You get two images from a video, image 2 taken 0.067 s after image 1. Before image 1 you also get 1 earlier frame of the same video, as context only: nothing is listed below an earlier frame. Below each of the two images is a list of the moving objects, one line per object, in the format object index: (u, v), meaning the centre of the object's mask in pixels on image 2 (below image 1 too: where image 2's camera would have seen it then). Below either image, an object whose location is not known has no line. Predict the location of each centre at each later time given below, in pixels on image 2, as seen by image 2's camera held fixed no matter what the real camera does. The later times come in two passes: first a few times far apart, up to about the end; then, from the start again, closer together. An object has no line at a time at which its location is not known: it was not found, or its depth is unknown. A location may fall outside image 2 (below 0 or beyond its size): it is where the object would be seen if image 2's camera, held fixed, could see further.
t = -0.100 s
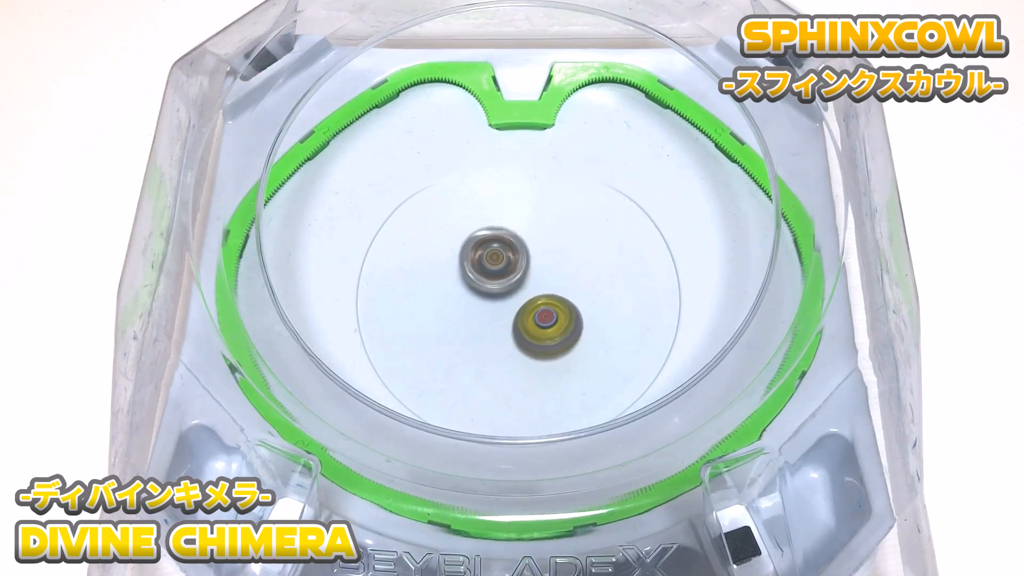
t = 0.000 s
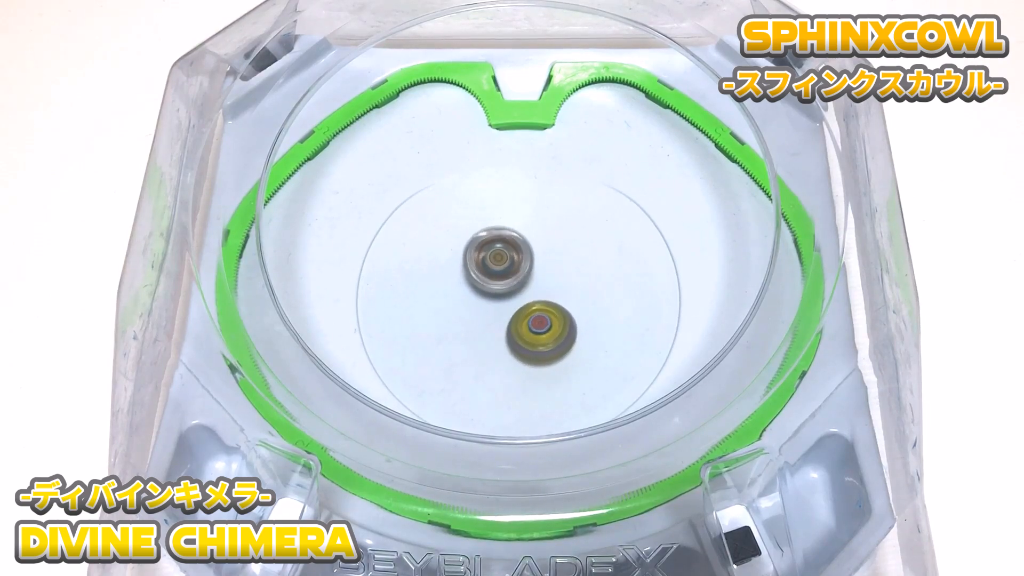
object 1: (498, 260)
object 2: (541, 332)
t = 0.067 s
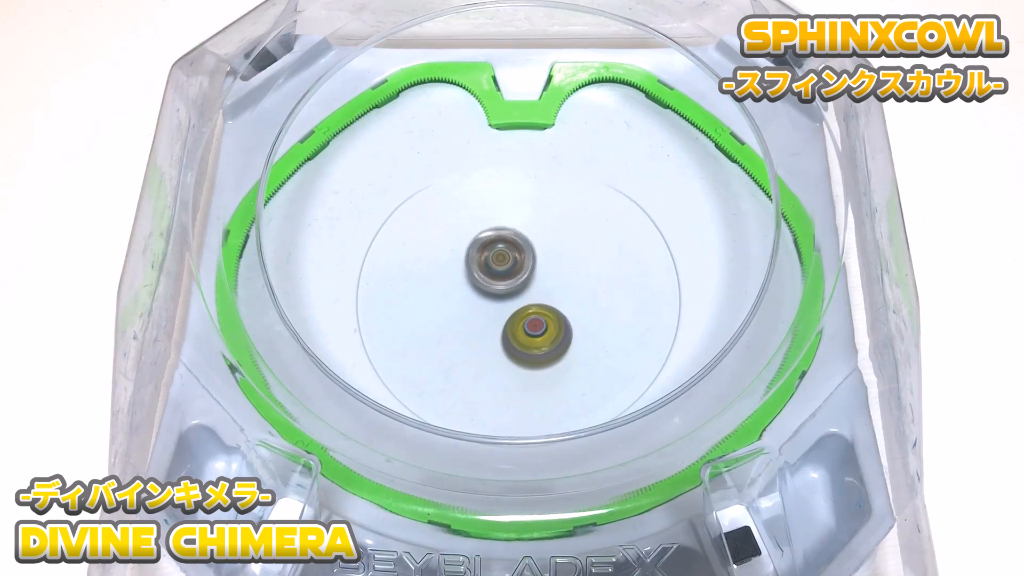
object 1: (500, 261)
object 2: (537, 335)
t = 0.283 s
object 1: (520, 262)
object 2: (521, 340)
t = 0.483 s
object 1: (529, 258)
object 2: (508, 338)
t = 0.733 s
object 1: (536, 266)
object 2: (494, 325)
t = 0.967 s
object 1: (545, 277)
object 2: (483, 307)
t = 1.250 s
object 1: (551, 279)
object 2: (472, 283)
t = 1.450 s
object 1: (545, 286)
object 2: (475, 271)
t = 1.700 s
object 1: (539, 328)
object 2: (483, 238)
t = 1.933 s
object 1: (577, 327)
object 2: (499, 234)
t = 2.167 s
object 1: (573, 308)
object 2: (517, 246)
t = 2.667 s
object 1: (498, 324)
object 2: (561, 293)
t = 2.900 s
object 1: (490, 316)
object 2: (569, 314)
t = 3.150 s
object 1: (476, 290)
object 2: (563, 332)
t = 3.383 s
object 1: (489, 270)
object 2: (545, 344)
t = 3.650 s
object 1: (497, 255)
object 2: (518, 343)
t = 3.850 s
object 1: (522, 252)
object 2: (499, 335)
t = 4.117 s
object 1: (525, 257)
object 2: (480, 314)
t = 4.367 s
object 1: (551, 277)
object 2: (474, 291)
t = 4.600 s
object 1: (540, 285)
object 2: (479, 269)
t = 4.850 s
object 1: (545, 303)
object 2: (497, 252)
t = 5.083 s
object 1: (519, 306)
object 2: (519, 246)
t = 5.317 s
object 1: (524, 302)
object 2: (543, 249)
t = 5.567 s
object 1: (496, 299)
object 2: (560, 269)
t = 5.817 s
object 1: (504, 280)
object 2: (568, 292)
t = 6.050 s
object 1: (439, 256)
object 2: (596, 330)
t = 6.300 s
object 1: (444, 304)
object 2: (575, 339)
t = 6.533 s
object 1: (467, 298)
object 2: (531, 338)
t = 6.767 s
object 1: (472, 240)
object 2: (469, 368)
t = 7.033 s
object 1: (481, 256)
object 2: (448, 358)
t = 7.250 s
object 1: (502, 250)
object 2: (455, 321)
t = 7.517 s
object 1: (654, 225)
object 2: (368, 269)
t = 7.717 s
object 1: (593, 253)
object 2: (382, 262)
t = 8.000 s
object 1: (538, 279)
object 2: (485, 244)
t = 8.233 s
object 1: (547, 331)
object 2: (527, 168)
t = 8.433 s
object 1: (528, 318)
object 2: (540, 164)
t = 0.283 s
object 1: (520, 262)
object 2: (521, 340)
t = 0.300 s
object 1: (521, 262)
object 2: (520, 340)
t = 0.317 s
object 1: (522, 263)
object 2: (518, 341)
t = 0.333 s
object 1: (523, 263)
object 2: (517, 341)
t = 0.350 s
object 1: (523, 262)
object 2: (516, 341)
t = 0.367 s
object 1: (524, 262)
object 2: (515, 341)
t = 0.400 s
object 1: (525, 261)
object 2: (513, 340)
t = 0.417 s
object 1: (525, 261)
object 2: (512, 340)
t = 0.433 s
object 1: (526, 260)
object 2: (511, 340)
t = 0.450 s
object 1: (527, 259)
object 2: (510, 339)
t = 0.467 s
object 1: (528, 258)
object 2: (509, 339)
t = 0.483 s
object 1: (529, 258)
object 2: (508, 338)
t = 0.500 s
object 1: (530, 257)
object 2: (507, 338)
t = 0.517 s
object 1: (531, 257)
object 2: (506, 337)
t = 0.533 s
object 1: (532, 258)
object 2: (505, 337)
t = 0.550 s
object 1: (534, 258)
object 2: (504, 336)
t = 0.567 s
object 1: (535, 258)
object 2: (503, 335)
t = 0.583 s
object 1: (536, 259)
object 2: (502, 334)
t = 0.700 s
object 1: (537, 265)
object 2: (496, 327)
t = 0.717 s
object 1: (537, 266)
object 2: (495, 326)
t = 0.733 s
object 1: (536, 266)
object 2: (494, 325)
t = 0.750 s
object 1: (536, 266)
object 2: (493, 324)
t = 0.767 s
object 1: (536, 266)
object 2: (492, 323)
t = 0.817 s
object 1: (538, 267)
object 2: (489, 319)
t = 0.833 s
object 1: (539, 267)
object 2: (489, 318)
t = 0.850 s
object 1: (540, 268)
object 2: (488, 316)
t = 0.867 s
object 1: (541, 269)
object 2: (487, 315)
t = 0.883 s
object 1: (542, 270)
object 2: (486, 314)
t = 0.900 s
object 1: (543, 271)
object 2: (486, 312)
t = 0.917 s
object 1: (544, 272)
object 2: (485, 311)
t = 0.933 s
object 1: (544, 274)
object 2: (484, 310)
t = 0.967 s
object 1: (545, 277)
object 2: (483, 307)
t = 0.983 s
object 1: (544, 279)
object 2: (482, 305)
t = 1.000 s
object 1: (544, 280)
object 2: (481, 304)
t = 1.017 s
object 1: (543, 281)
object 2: (481, 302)
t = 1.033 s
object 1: (542, 282)
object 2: (480, 301)
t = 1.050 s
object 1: (542, 283)
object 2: (479, 300)
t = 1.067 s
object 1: (544, 284)
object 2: (478, 298)
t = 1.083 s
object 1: (545, 285)
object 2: (477, 296)
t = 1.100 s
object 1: (546, 285)
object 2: (476, 295)
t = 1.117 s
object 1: (547, 285)
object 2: (475, 293)
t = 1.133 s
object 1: (548, 285)
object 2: (475, 292)
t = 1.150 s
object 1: (548, 285)
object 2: (474, 291)
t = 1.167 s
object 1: (549, 284)
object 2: (474, 289)
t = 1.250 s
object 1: (551, 279)
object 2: (472, 283)
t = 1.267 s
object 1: (551, 278)
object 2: (472, 281)
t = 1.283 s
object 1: (552, 277)
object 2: (472, 280)
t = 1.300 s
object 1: (552, 277)
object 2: (472, 279)
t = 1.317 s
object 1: (552, 277)
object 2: (472, 278)
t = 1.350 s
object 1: (552, 278)
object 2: (472, 276)
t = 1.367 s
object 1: (552, 279)
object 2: (472, 275)
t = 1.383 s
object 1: (551, 280)
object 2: (473, 274)
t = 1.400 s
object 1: (550, 281)
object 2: (473, 273)
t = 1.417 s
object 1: (548, 283)
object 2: (474, 272)
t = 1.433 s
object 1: (547, 284)
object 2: (474, 271)
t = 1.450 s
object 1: (545, 286)
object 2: (475, 271)
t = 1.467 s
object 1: (543, 288)
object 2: (475, 270)
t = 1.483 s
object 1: (540, 289)
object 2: (476, 269)
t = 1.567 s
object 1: (529, 293)
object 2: (477, 264)
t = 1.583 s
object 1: (527, 293)
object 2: (478, 263)
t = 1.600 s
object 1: (526, 294)
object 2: (478, 261)
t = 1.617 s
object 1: (528, 299)
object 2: (480, 257)
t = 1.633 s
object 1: (531, 305)
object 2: (480, 253)
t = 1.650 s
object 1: (534, 313)
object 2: (480, 249)
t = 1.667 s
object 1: (536, 320)
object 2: (480, 245)
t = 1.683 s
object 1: (538, 324)
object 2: (482, 241)
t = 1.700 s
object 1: (539, 328)
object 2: (483, 238)
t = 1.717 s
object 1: (540, 331)
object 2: (485, 236)
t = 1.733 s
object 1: (542, 334)
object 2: (487, 234)
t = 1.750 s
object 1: (544, 335)
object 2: (488, 233)
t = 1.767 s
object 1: (546, 337)
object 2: (488, 233)
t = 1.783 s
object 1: (549, 338)
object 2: (489, 233)
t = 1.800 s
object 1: (552, 338)
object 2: (490, 233)
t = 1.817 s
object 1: (555, 338)
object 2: (491, 233)
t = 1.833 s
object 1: (558, 337)
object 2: (492, 233)
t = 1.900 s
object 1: (571, 331)
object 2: (496, 233)
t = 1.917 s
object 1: (574, 329)
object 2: (498, 234)
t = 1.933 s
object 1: (577, 327)
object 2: (499, 234)
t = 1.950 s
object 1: (580, 324)
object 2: (500, 235)
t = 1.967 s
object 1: (583, 322)
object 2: (501, 235)
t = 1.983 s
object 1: (585, 320)
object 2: (502, 236)
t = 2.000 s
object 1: (587, 318)
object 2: (504, 236)
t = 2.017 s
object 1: (588, 317)
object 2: (505, 237)
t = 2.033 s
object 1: (588, 315)
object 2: (506, 238)
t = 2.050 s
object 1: (588, 313)
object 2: (508, 238)
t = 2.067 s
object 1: (587, 313)
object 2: (509, 239)
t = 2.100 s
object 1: (584, 310)
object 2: (512, 241)
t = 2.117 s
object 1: (582, 310)
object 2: (513, 242)
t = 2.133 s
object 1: (579, 309)
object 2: (514, 243)
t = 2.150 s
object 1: (576, 309)
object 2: (516, 245)
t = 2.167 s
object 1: (573, 308)
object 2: (517, 246)
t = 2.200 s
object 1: (566, 308)
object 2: (520, 248)
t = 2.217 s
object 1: (562, 308)
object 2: (521, 250)
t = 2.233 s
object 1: (558, 309)
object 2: (523, 250)
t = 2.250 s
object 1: (554, 309)
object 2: (524, 252)
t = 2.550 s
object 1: (510, 324)
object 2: (554, 281)
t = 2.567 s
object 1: (508, 324)
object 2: (555, 283)
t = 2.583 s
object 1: (506, 325)
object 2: (556, 285)
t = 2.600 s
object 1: (504, 325)
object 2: (557, 286)
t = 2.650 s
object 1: (499, 324)
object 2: (560, 292)
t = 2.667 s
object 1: (498, 324)
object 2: (561, 293)
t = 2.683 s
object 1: (496, 324)
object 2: (562, 295)
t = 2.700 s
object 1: (495, 323)
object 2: (563, 296)
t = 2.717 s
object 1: (495, 323)
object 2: (564, 298)
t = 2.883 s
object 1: (490, 317)
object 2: (568, 312)
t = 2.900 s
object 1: (490, 316)
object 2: (569, 314)
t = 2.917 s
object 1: (489, 315)
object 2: (569, 315)
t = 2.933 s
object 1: (488, 314)
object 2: (569, 316)
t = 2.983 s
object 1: (486, 312)
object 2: (568, 320)
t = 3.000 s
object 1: (485, 310)
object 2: (568, 322)
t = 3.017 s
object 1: (483, 309)
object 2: (568, 323)
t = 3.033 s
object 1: (482, 308)
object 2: (567, 324)
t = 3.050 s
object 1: (481, 306)
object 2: (567, 325)
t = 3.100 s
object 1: (477, 299)
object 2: (565, 328)
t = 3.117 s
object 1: (477, 296)
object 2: (565, 330)
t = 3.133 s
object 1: (476, 293)
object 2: (564, 331)
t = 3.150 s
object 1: (476, 290)
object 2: (563, 332)
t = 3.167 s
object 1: (477, 288)
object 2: (562, 333)
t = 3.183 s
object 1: (477, 285)
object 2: (561, 334)
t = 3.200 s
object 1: (478, 282)
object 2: (560, 335)
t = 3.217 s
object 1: (479, 280)
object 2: (559, 336)
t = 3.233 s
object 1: (480, 278)
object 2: (558, 337)
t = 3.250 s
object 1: (481, 276)
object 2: (557, 337)
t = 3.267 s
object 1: (483, 274)
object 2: (555, 338)
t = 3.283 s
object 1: (484, 273)
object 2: (554, 339)
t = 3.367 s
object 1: (488, 270)
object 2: (547, 343)
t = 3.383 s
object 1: (489, 270)
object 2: (545, 344)
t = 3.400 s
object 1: (489, 270)
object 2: (544, 344)
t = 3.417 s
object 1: (490, 270)
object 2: (542, 344)
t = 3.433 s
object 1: (490, 270)
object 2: (541, 345)
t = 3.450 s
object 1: (490, 270)
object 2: (539, 345)
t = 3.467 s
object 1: (490, 270)
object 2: (537, 345)
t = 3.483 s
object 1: (490, 270)
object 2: (536, 345)
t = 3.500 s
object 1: (490, 269)
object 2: (534, 345)
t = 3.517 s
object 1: (489, 268)
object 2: (532, 345)
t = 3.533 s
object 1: (489, 267)
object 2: (530, 345)
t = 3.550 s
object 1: (489, 265)
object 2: (529, 345)
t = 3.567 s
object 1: (489, 264)
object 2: (527, 345)
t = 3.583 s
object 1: (490, 262)
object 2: (525, 345)
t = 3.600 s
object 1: (491, 260)
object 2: (524, 344)
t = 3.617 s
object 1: (493, 259)
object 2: (522, 344)
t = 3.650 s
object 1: (497, 255)
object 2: (518, 343)
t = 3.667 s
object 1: (499, 253)
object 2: (517, 343)
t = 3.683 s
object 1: (501, 252)
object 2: (515, 343)
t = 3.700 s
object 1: (504, 251)
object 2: (513, 342)
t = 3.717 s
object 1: (506, 250)
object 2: (512, 341)
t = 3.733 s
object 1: (509, 250)
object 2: (510, 341)
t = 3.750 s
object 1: (511, 250)
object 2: (508, 340)
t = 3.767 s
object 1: (513, 250)
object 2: (507, 339)
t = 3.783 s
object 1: (516, 250)
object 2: (505, 339)
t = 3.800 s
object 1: (518, 250)
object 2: (504, 338)
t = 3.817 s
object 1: (520, 251)
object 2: (502, 337)
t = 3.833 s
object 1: (521, 252)
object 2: (500, 336)
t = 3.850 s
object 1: (522, 252)
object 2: (499, 335)
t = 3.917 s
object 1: (525, 257)
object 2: (493, 330)
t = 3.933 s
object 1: (525, 258)
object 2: (492, 329)
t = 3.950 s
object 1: (525, 258)
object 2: (491, 328)
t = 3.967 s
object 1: (524, 259)
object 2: (489, 327)
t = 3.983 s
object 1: (524, 260)
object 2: (488, 325)
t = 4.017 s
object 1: (523, 260)
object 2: (486, 323)
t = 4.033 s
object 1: (523, 260)
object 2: (484, 321)
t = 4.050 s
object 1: (523, 260)
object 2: (483, 320)
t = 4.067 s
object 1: (523, 260)
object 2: (483, 319)
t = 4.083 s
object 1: (523, 259)
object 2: (481, 317)
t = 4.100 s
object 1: (524, 258)
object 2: (481, 316)
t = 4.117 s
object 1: (525, 257)
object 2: (480, 314)
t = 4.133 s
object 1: (526, 257)
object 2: (479, 313)
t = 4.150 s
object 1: (528, 256)
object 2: (478, 311)
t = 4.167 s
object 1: (531, 256)
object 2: (477, 310)
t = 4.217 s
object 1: (539, 257)
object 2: (476, 305)
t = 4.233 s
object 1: (541, 258)
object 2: (475, 304)
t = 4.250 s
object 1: (544, 260)
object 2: (475, 302)
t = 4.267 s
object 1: (546, 262)
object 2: (475, 300)
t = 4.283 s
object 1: (548, 265)
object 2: (474, 299)
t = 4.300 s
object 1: (550, 267)
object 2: (474, 297)
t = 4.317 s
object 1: (551, 270)
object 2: (474, 295)
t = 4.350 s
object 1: (551, 275)
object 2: (474, 292)
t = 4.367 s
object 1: (551, 277)
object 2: (474, 291)
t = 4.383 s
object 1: (550, 279)
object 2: (474, 289)
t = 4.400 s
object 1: (549, 282)
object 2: (474, 287)
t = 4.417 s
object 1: (548, 283)
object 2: (474, 286)
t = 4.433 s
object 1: (547, 284)
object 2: (475, 284)
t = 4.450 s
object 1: (546, 285)
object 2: (475, 282)
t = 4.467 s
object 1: (544, 286)
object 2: (475, 281)
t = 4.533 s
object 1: (541, 286)
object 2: (477, 275)
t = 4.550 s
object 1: (540, 286)
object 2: (477, 273)
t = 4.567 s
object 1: (540, 285)
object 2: (477, 272)
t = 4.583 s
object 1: (540, 285)
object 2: (478, 270)
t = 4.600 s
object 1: (540, 285)
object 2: (479, 269)
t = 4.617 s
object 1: (540, 284)
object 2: (480, 267)
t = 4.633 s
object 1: (541, 284)
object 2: (481, 266)
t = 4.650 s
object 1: (542, 284)
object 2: (482, 265)
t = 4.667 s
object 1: (543, 284)
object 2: (483, 263)
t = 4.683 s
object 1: (545, 284)
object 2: (484, 262)
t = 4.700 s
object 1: (546, 285)
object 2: (485, 261)
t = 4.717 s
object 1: (547, 286)
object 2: (487, 260)
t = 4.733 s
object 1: (548, 288)
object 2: (488, 259)
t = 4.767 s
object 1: (550, 291)
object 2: (491, 257)
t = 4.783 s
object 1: (550, 294)
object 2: (492, 256)
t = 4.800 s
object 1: (549, 296)
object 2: (493, 255)
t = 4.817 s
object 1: (548, 298)
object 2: (495, 254)
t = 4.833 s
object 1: (547, 301)
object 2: (496, 254)
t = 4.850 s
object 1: (545, 303)
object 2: (497, 252)
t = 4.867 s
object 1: (543, 305)
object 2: (499, 252)
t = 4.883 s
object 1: (540, 306)
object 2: (500, 251)
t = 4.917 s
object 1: (535, 308)
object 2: (503, 249)
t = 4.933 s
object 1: (533, 309)
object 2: (505, 249)
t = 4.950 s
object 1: (530, 310)
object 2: (506, 248)
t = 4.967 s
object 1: (528, 310)
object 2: (508, 248)
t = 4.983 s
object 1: (526, 310)
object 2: (509, 248)
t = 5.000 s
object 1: (524, 309)
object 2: (511, 247)
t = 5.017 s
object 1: (522, 309)
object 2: (512, 247)
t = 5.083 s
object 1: (519, 306)
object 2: (519, 246)
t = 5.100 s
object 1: (518, 305)
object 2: (521, 245)
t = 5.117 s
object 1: (518, 303)
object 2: (522, 245)
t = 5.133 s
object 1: (518, 303)
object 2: (524, 245)
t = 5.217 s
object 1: (521, 300)
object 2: (533, 245)
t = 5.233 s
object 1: (522, 300)
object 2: (535, 246)
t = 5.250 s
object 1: (523, 300)
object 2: (536, 246)
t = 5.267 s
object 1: (523, 301)
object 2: (538, 247)
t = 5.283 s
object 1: (523, 301)
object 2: (540, 248)
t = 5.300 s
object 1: (524, 301)
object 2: (542, 248)
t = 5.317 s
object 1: (524, 302)
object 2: (543, 249)
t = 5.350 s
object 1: (522, 304)
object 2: (546, 251)
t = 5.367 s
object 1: (521, 305)
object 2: (547, 253)
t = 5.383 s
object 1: (520, 306)
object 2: (549, 254)
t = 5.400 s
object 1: (518, 307)
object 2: (550, 255)
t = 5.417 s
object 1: (516, 307)
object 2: (551, 256)
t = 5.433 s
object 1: (514, 307)
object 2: (552, 258)
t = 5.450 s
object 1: (511, 307)
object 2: (553, 259)
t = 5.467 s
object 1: (509, 307)
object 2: (554, 261)
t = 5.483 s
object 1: (507, 306)
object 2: (555, 262)
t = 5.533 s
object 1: (500, 302)
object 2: (557, 266)
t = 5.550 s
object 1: (498, 301)
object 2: (559, 268)
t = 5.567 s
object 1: (496, 299)
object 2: (560, 269)
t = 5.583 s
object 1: (496, 296)
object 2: (560, 270)
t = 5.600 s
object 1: (495, 294)
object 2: (561, 272)
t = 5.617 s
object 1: (495, 292)
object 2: (562, 273)
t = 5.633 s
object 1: (494, 290)
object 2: (563, 275)
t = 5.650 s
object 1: (495, 288)
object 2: (563, 276)
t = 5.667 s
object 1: (495, 287)
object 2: (564, 277)
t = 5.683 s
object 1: (496, 285)
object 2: (565, 279)
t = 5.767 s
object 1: (501, 281)
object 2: (567, 287)
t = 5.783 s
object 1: (502, 280)
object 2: (568, 289)
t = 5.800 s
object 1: (504, 280)
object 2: (568, 290)
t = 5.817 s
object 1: (504, 280)
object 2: (568, 292)
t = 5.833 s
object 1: (496, 273)
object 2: (573, 295)
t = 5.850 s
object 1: (487, 268)
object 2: (579, 298)
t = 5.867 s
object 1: (478, 265)
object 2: (585, 304)
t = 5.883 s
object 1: (470, 263)
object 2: (589, 307)
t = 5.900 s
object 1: (462, 263)
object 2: (593, 311)
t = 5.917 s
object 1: (455, 260)
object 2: (595, 315)
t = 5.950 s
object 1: (446, 256)
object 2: (597, 322)
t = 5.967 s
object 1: (443, 254)
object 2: (597, 324)
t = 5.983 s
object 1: (441, 254)
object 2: (596, 325)
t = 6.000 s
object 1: (439, 253)
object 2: (596, 327)
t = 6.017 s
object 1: (439, 254)
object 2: (596, 328)
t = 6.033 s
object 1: (439, 255)
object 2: (596, 329)
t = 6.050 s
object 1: (439, 256)
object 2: (596, 330)
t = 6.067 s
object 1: (440, 258)
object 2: (595, 330)
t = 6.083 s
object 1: (440, 261)
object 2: (594, 331)
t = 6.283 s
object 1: (444, 302)
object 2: (577, 338)
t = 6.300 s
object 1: (444, 304)
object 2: (575, 339)
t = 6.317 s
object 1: (444, 305)
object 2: (573, 339)
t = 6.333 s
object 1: (444, 305)
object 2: (571, 339)
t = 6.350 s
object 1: (445, 305)
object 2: (570, 339)
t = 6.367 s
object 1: (445, 305)
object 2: (568, 339)
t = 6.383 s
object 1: (446, 304)
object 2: (565, 339)
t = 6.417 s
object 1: (449, 302)
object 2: (560, 339)
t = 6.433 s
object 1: (451, 301)
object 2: (557, 339)
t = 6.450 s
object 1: (454, 300)
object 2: (554, 338)
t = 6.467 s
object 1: (457, 299)
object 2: (550, 338)
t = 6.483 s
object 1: (459, 299)
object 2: (545, 338)
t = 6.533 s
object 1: (467, 298)
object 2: (531, 338)
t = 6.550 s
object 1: (470, 297)
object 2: (526, 339)
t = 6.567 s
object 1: (470, 290)
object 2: (523, 341)
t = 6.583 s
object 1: (468, 281)
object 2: (520, 344)
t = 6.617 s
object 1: (465, 268)
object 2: (515, 351)
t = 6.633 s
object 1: (464, 263)
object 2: (511, 354)
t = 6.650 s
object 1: (464, 259)
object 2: (507, 357)
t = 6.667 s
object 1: (465, 253)
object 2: (502, 360)
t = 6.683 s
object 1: (466, 250)
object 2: (495, 362)
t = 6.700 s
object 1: (467, 246)
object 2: (489, 363)
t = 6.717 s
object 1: (468, 243)
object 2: (483, 365)
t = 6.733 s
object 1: (469, 241)
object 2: (478, 366)
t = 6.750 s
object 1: (471, 240)
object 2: (473, 367)
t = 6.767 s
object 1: (472, 240)
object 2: (469, 368)
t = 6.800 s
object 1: (475, 240)
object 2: (463, 368)
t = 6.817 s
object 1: (477, 241)
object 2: (461, 368)
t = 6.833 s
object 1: (478, 242)
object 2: (459, 368)
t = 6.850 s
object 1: (479, 244)
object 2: (458, 367)
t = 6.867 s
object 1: (480, 246)
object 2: (456, 367)
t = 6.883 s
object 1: (480, 248)
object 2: (456, 367)
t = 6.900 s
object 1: (480, 249)
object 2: (454, 366)
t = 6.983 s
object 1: (480, 255)
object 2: (450, 361)
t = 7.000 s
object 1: (480, 256)
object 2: (449, 360)
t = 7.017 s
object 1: (480, 256)
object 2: (448, 359)
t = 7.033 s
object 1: (481, 256)
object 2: (448, 358)
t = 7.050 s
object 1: (482, 255)
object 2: (448, 356)
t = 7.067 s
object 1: (483, 255)
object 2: (448, 355)
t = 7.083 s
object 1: (484, 254)
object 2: (448, 353)
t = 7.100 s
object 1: (485, 252)
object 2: (449, 351)
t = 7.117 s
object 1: (487, 252)
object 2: (449, 349)
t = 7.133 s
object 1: (488, 251)
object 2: (449, 347)
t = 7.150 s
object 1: (490, 251)
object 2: (450, 345)
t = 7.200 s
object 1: (496, 250)
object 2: (452, 335)
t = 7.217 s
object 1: (498, 250)
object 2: (453, 331)
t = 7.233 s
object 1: (500, 249)
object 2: (454, 326)
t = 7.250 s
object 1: (502, 250)
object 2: (455, 321)
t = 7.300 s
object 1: (507, 252)
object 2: (456, 305)
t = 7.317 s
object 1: (508, 253)
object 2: (456, 299)
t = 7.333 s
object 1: (510, 254)
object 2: (454, 293)
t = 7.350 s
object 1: (528, 248)
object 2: (438, 290)
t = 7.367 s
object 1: (546, 243)
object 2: (423, 288)
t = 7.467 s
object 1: (634, 227)
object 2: (371, 272)
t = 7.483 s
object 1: (642, 226)
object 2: (368, 271)
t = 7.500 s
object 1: (649, 225)
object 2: (367, 270)
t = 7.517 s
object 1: (654, 225)
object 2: (368, 269)
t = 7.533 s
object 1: (655, 226)
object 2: (370, 269)
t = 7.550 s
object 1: (652, 229)
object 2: (371, 268)
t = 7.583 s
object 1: (642, 234)
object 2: (372, 267)
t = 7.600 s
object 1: (637, 237)
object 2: (373, 266)
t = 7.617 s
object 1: (631, 239)
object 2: (374, 266)
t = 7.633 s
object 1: (625, 242)
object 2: (375, 265)
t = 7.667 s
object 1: (612, 246)
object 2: (377, 263)
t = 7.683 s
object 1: (605, 249)
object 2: (379, 263)
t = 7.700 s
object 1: (599, 251)
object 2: (381, 262)
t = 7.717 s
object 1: (593, 253)
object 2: (382, 262)
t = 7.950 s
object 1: (540, 274)
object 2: (460, 256)
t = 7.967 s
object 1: (538, 274)
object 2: (469, 254)
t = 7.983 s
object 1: (536, 275)
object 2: (478, 251)
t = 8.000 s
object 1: (538, 279)
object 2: (485, 244)
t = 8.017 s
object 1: (542, 287)
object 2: (488, 234)
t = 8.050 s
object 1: (549, 298)
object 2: (496, 219)
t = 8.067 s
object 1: (551, 303)
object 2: (500, 212)
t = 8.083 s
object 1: (552, 309)
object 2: (504, 207)
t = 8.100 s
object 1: (552, 314)
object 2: (508, 201)
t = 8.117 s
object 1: (552, 319)
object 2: (511, 196)
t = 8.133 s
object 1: (553, 323)
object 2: (514, 191)
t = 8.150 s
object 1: (553, 326)
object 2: (517, 187)
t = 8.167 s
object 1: (552, 328)
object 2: (520, 182)
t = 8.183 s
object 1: (551, 330)
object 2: (522, 178)
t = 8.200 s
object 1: (550, 331)
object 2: (524, 174)
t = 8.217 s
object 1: (548, 331)
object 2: (525, 171)
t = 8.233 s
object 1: (547, 331)
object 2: (527, 168)
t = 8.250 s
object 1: (545, 330)
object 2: (529, 166)
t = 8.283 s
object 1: (542, 329)
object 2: (531, 164)
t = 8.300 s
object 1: (540, 328)
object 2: (533, 164)
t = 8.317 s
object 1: (538, 328)
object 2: (533, 163)
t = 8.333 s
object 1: (537, 326)
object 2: (534, 163)
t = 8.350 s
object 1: (535, 325)
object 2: (535, 163)
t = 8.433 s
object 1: (528, 318)
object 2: (540, 164)
